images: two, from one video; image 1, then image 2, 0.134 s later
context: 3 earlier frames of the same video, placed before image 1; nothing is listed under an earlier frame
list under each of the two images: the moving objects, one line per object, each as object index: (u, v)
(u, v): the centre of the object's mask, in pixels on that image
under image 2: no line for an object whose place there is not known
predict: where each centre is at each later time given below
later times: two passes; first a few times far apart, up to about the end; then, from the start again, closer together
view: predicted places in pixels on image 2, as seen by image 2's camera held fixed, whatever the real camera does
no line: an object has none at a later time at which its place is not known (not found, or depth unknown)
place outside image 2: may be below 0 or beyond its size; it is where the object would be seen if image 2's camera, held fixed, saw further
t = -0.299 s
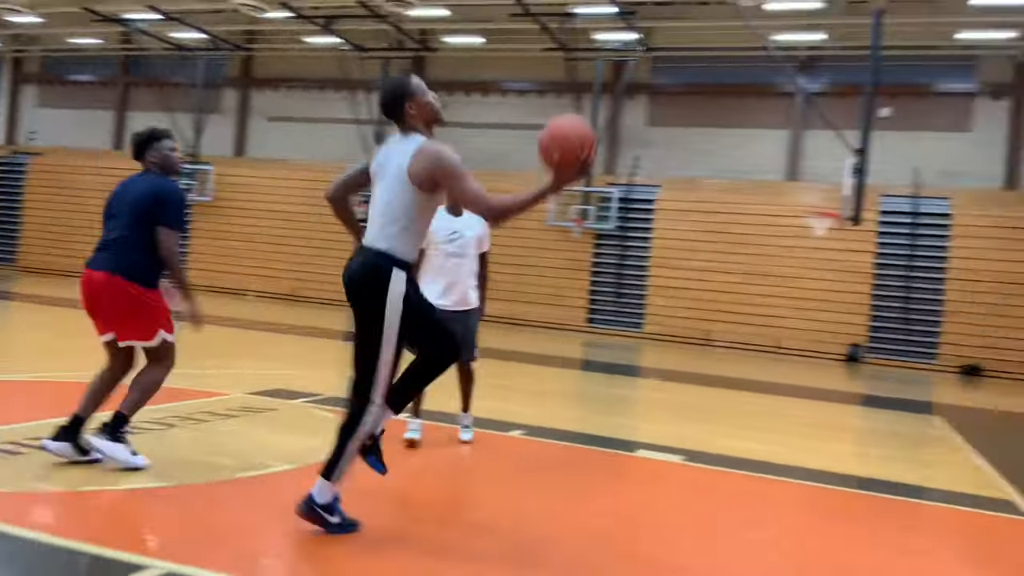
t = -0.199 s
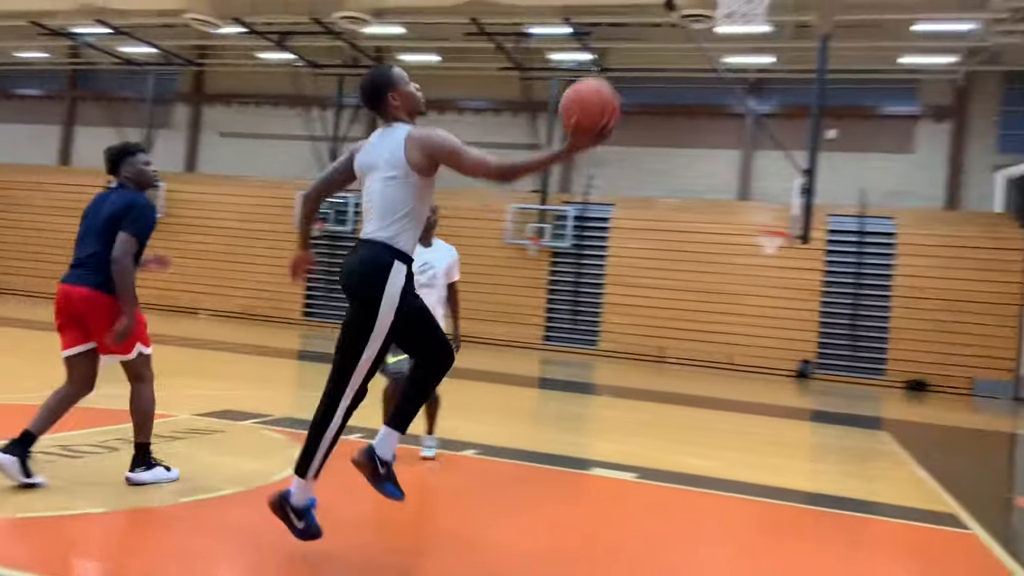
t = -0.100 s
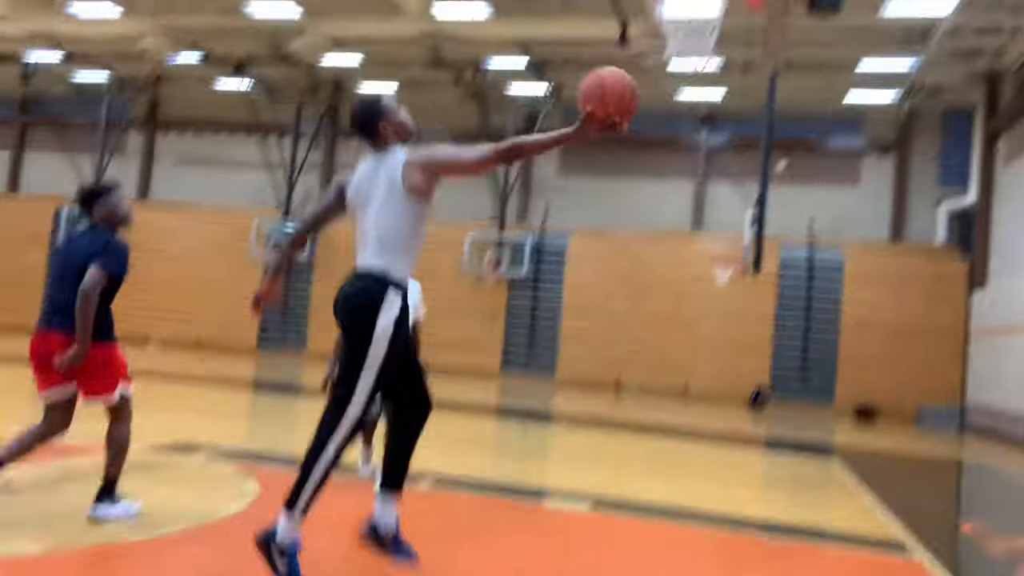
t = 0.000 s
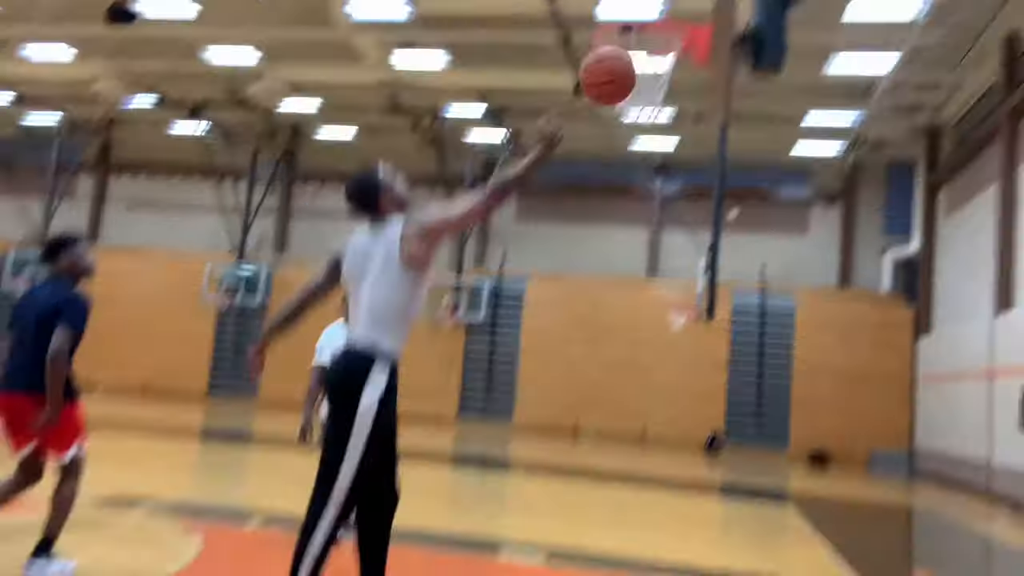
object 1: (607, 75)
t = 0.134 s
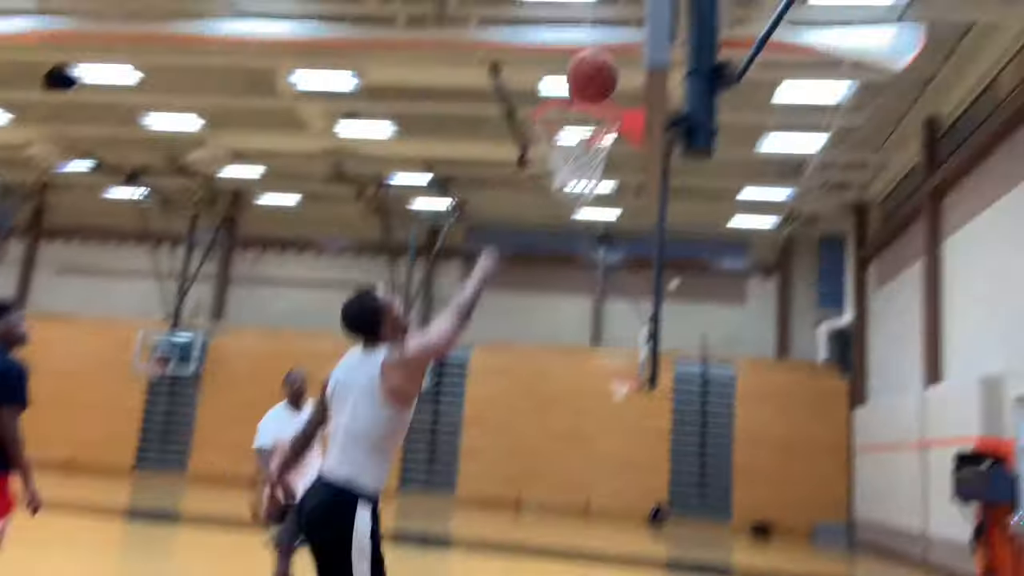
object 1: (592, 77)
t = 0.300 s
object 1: (615, 37)
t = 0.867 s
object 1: (556, 120)
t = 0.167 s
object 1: (603, 66)
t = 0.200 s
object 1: (613, 56)
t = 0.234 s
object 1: (620, 48)
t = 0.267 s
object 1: (620, 42)
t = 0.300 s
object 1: (615, 37)
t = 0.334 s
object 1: (609, 34)
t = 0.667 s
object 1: (532, 100)
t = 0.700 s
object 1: (535, 100)
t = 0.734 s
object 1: (541, 99)
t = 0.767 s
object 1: (544, 101)
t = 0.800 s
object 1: (550, 99)
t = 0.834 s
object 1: (554, 111)
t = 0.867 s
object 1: (556, 120)
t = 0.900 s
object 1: (558, 132)
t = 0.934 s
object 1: (568, 137)
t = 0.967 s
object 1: (571, 144)
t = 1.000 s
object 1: (575, 158)
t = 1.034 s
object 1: (582, 171)
